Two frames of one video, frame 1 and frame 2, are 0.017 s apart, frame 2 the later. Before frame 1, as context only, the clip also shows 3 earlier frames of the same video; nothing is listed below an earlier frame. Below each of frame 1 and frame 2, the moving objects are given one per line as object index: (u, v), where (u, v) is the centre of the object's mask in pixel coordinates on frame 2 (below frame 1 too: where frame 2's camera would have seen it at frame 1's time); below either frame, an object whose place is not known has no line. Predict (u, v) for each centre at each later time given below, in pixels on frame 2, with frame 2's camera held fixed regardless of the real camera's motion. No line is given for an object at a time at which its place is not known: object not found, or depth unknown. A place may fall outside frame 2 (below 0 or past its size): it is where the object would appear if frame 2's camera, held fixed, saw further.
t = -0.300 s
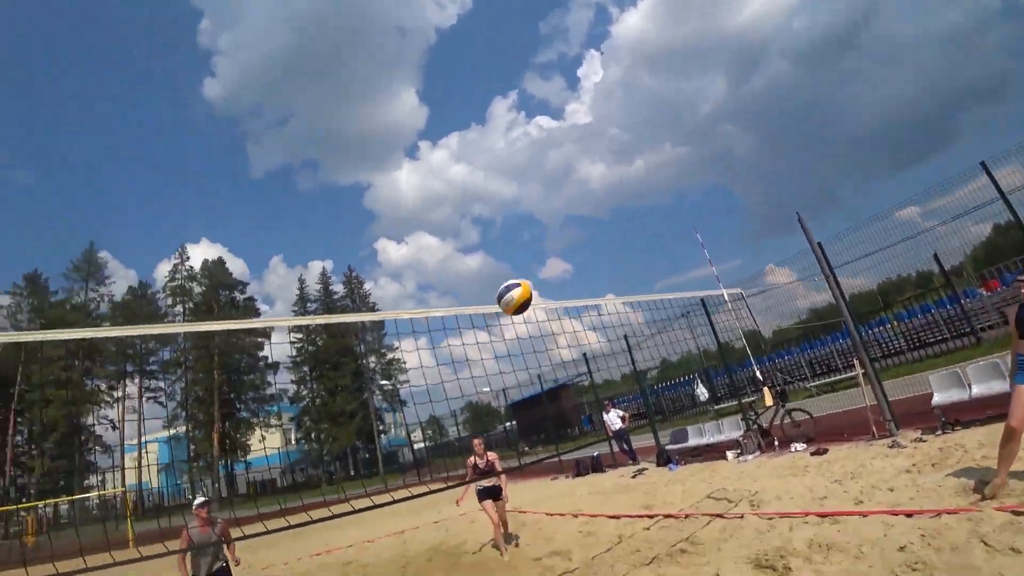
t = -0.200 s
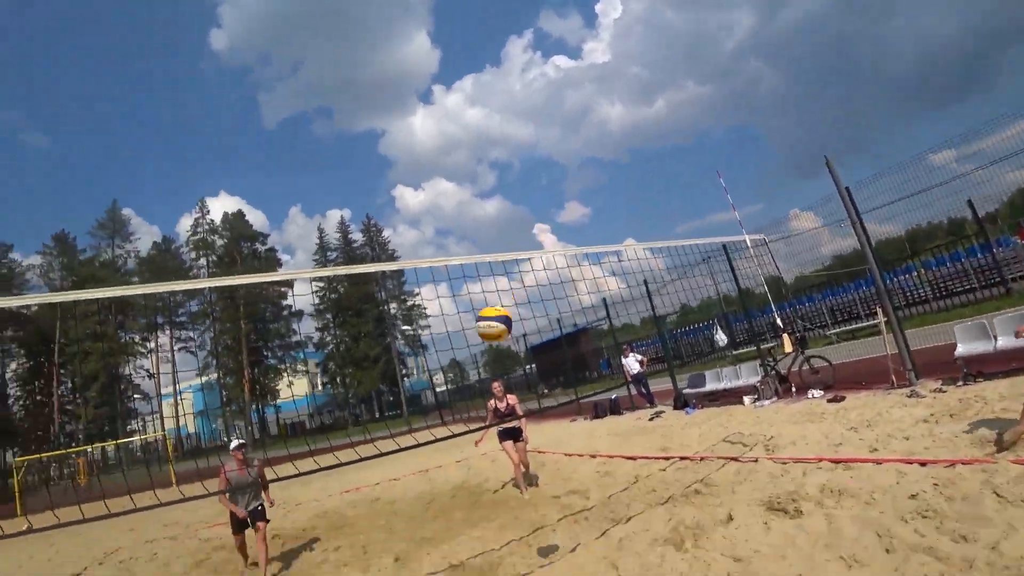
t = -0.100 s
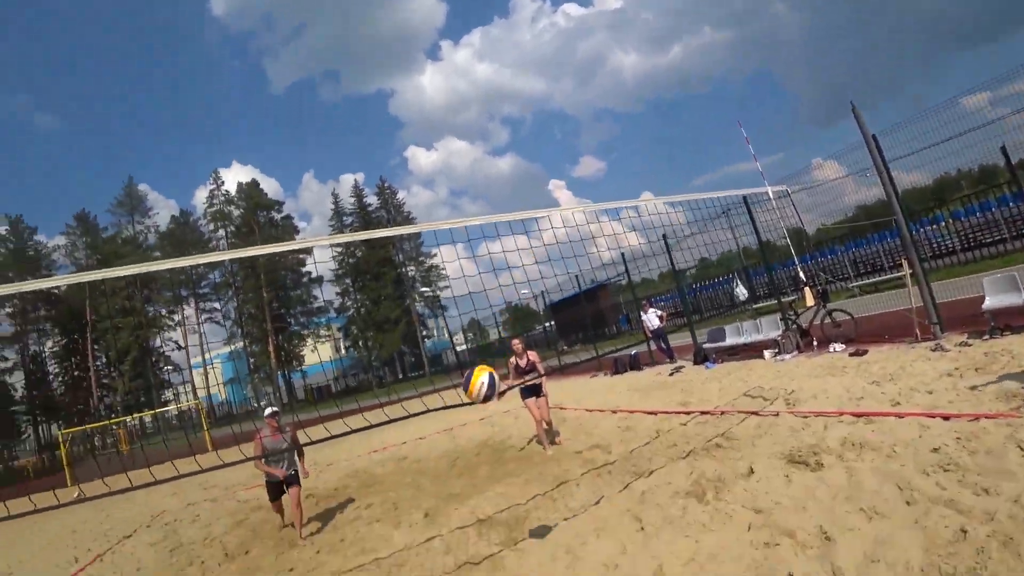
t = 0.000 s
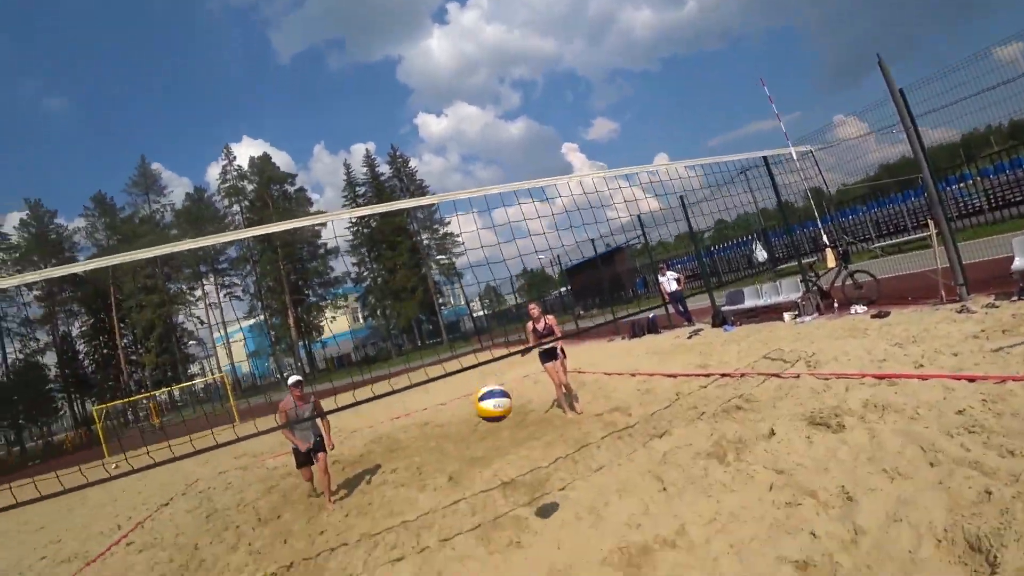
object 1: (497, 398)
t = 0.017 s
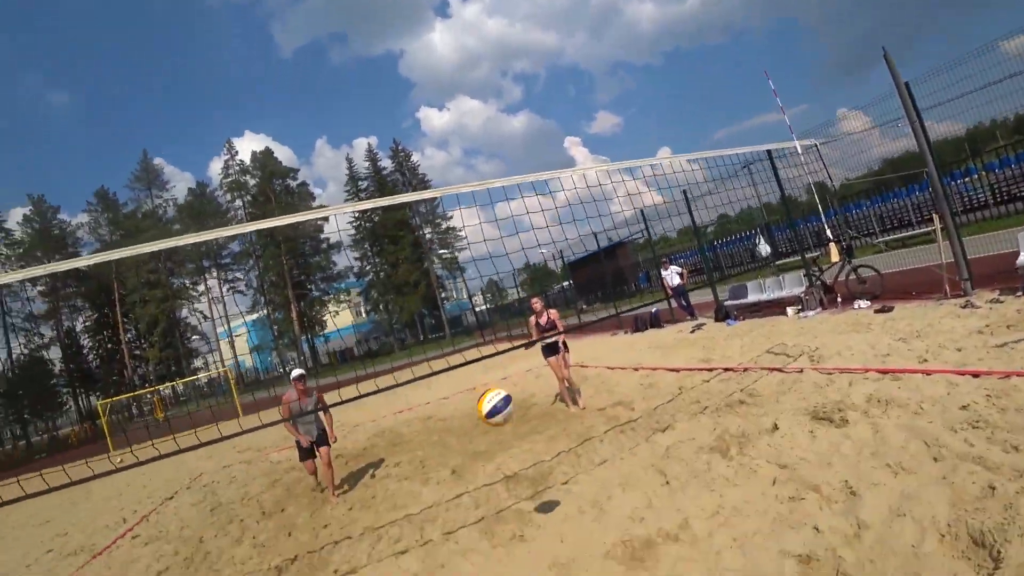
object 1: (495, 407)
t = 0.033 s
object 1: (494, 416)
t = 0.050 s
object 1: (494, 426)
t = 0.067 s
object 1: (495, 437)
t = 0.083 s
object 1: (494, 448)
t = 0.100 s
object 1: (493, 459)
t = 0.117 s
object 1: (493, 471)
